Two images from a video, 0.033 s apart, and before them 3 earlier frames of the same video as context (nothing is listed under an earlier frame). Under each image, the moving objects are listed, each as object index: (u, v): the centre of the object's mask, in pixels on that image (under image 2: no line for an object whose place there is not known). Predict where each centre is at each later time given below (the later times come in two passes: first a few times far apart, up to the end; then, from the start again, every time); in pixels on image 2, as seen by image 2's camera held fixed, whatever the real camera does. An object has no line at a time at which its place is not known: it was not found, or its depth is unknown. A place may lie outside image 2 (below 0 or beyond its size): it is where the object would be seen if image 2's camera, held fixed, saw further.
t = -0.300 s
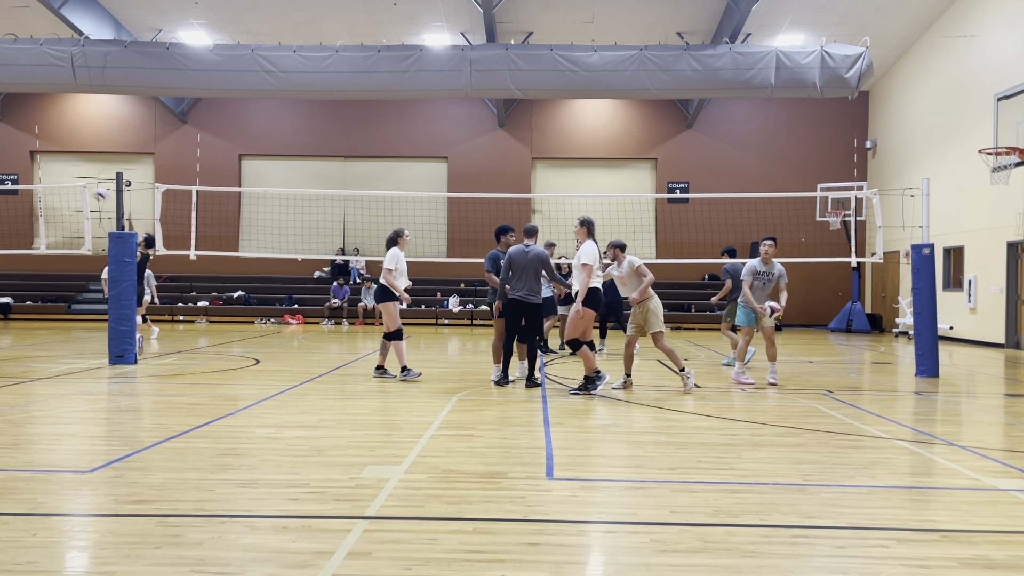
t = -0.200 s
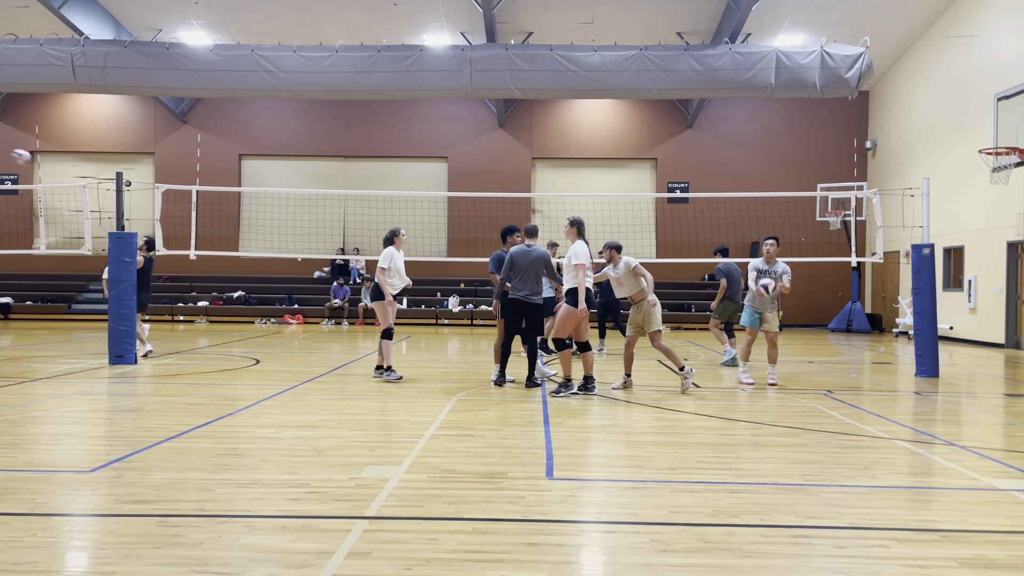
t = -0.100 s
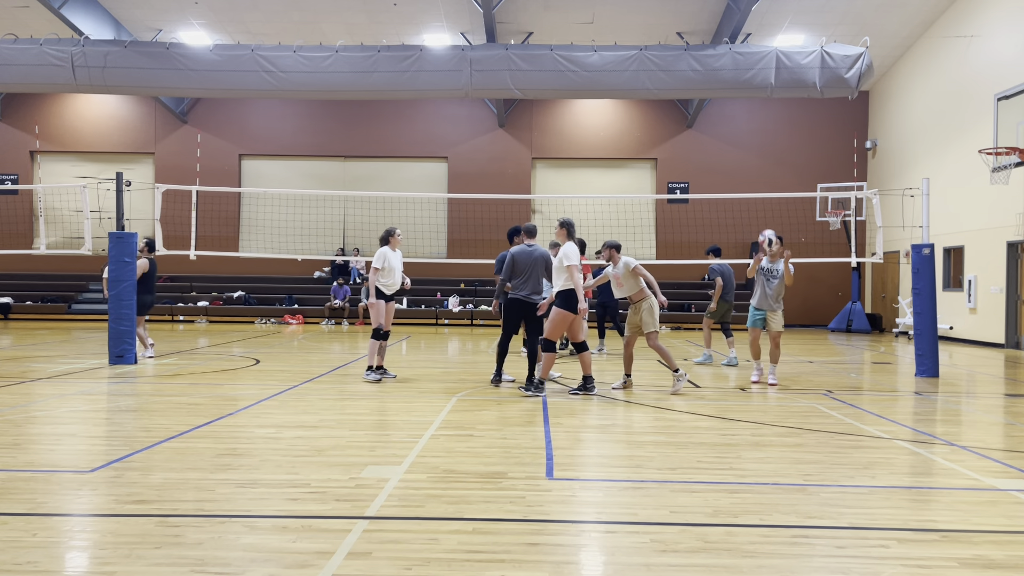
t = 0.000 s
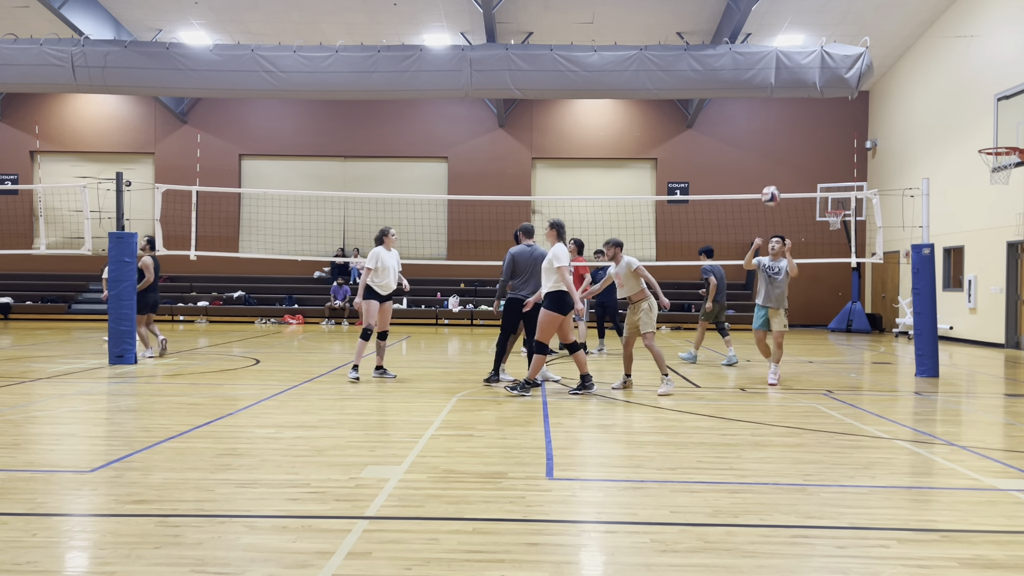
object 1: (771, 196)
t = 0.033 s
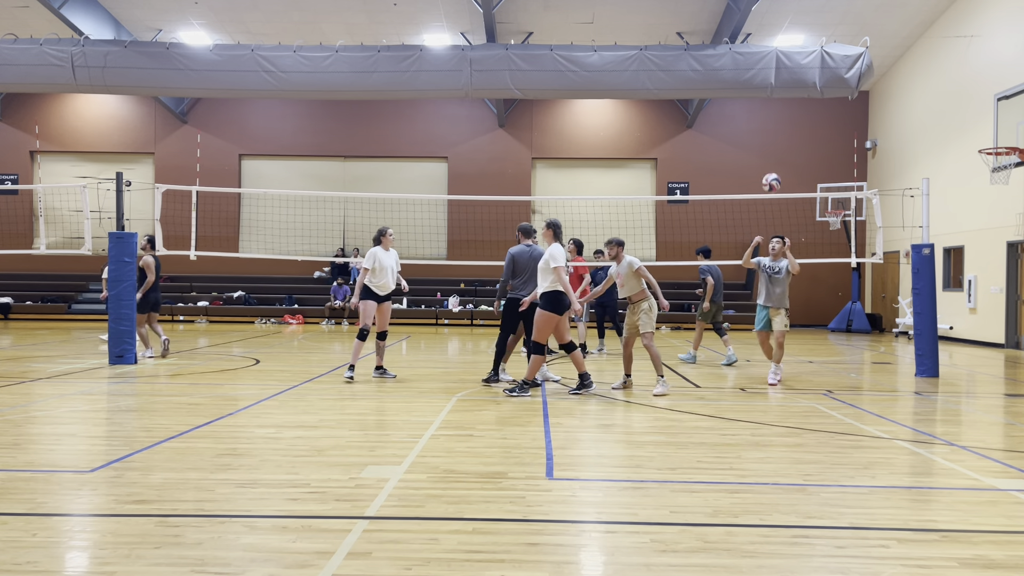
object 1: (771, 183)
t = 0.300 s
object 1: (778, 117)
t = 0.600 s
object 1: (785, 114)
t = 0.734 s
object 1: (788, 136)
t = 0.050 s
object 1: (772, 177)
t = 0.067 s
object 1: (772, 171)
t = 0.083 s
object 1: (772, 166)
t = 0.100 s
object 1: (773, 160)
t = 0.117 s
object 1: (774, 156)
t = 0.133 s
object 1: (774, 151)
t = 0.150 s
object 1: (774, 146)
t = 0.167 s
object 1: (775, 142)
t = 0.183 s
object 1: (775, 138)
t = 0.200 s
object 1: (776, 134)
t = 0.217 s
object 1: (776, 130)
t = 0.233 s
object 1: (776, 127)
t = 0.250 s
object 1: (777, 124)
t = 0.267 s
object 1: (777, 121)
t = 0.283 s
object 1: (778, 119)
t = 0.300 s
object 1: (778, 117)
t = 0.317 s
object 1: (779, 114)
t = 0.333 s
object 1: (779, 113)
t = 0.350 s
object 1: (780, 111)
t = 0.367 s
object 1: (780, 110)
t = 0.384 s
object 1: (780, 108)
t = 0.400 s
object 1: (781, 107)
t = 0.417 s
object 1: (781, 107)
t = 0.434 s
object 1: (782, 106)
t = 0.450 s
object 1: (782, 106)
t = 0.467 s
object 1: (783, 106)
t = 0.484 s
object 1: (783, 106)
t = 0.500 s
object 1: (783, 107)
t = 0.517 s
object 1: (784, 107)
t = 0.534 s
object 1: (784, 108)
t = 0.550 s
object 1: (785, 109)
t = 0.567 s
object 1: (785, 110)
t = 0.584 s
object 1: (785, 112)
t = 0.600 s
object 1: (785, 114)
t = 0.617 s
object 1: (786, 116)
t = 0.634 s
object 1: (787, 118)
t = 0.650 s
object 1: (787, 121)
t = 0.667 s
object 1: (787, 123)
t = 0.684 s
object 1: (787, 126)
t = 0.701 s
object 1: (787, 130)
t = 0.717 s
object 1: (788, 133)
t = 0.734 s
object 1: (788, 136)
